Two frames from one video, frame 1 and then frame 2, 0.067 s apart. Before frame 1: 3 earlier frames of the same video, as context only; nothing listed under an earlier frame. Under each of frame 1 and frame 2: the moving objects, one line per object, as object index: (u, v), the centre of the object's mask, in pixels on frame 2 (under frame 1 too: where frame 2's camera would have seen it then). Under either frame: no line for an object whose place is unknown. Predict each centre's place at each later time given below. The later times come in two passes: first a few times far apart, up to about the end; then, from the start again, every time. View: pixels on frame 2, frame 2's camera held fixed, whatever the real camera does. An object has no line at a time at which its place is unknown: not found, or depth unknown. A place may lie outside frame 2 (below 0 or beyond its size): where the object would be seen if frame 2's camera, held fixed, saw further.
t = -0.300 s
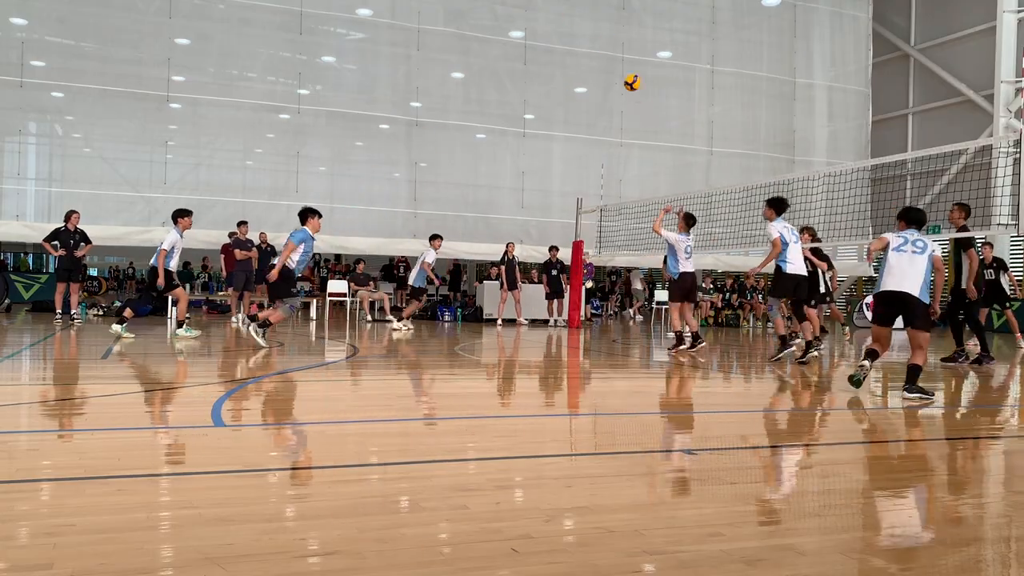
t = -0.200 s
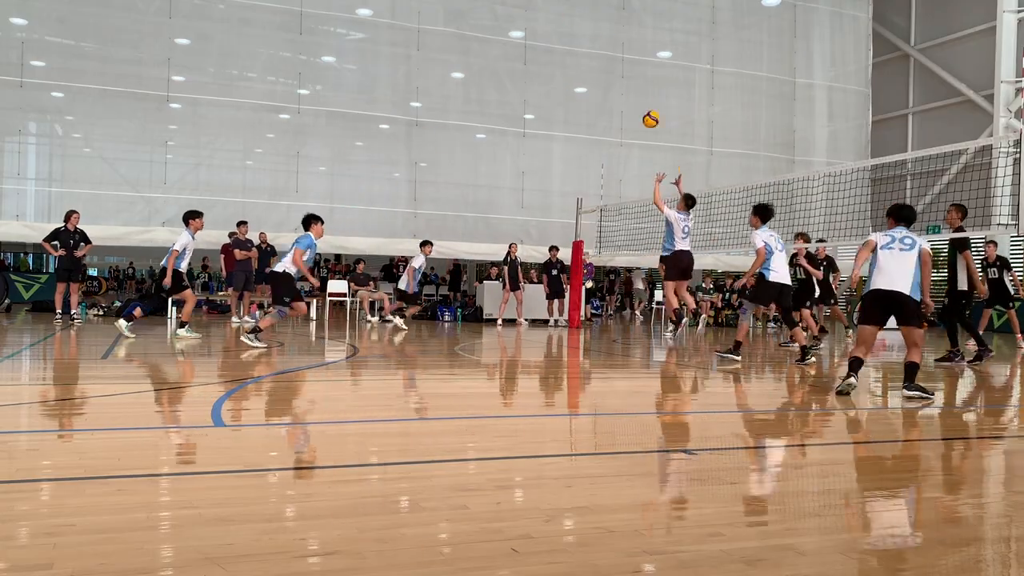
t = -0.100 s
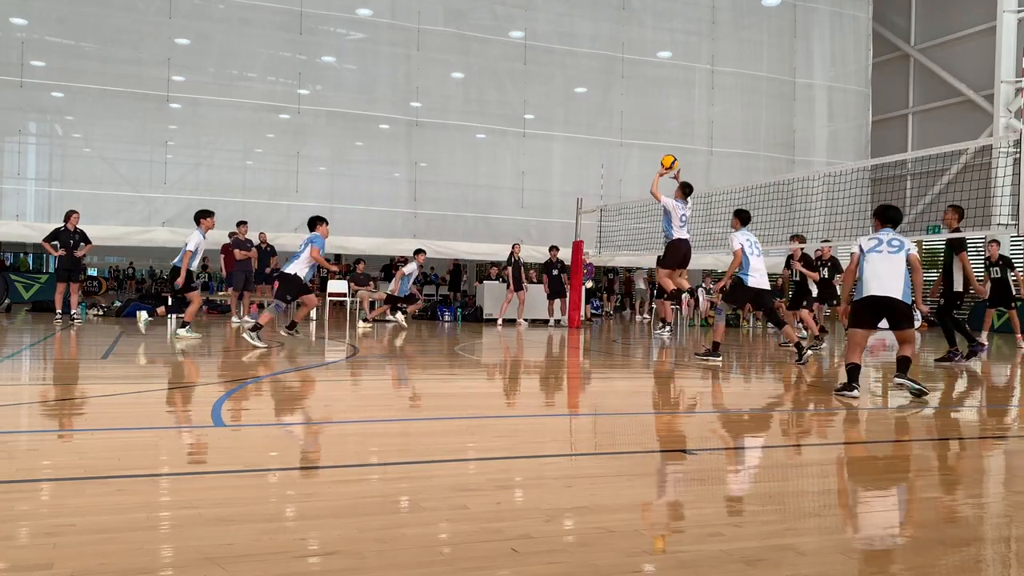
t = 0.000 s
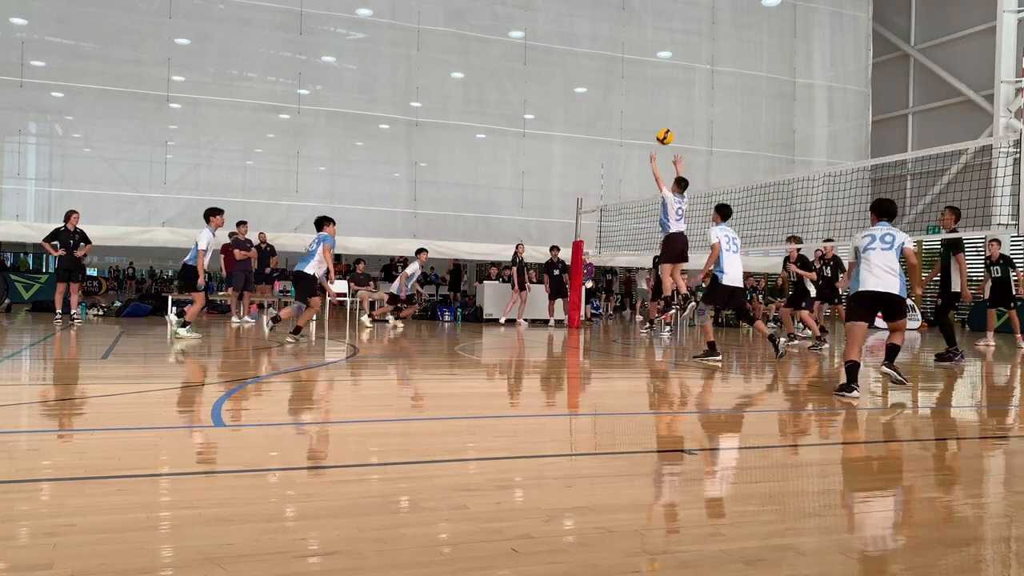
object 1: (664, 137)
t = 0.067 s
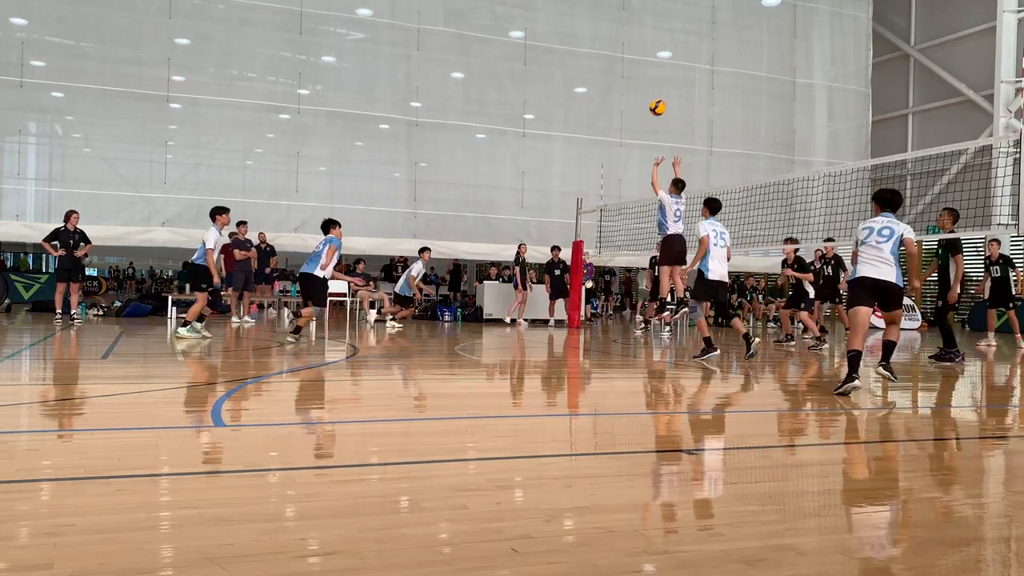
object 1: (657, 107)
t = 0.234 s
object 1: (641, 55)
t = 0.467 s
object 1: (621, 23)
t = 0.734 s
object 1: (601, 34)
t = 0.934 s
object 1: (587, 70)
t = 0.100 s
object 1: (654, 95)
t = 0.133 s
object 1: (650, 83)
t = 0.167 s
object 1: (648, 72)
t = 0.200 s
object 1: (644, 63)
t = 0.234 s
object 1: (641, 55)
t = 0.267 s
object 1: (638, 47)
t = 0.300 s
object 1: (634, 41)
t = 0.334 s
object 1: (632, 36)
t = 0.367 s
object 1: (629, 32)
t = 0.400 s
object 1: (626, 28)
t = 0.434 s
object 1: (623, 25)
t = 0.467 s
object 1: (621, 23)
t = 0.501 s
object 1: (618, 22)
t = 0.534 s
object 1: (616, 22)
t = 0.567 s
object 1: (613, 22)
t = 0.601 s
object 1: (610, 23)
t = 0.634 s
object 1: (608, 25)
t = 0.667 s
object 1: (606, 28)
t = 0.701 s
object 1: (603, 31)
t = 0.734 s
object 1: (601, 34)
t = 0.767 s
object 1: (598, 39)
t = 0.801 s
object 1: (596, 44)
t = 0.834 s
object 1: (594, 50)
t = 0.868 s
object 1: (592, 56)
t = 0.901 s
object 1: (589, 63)
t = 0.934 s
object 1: (587, 70)
